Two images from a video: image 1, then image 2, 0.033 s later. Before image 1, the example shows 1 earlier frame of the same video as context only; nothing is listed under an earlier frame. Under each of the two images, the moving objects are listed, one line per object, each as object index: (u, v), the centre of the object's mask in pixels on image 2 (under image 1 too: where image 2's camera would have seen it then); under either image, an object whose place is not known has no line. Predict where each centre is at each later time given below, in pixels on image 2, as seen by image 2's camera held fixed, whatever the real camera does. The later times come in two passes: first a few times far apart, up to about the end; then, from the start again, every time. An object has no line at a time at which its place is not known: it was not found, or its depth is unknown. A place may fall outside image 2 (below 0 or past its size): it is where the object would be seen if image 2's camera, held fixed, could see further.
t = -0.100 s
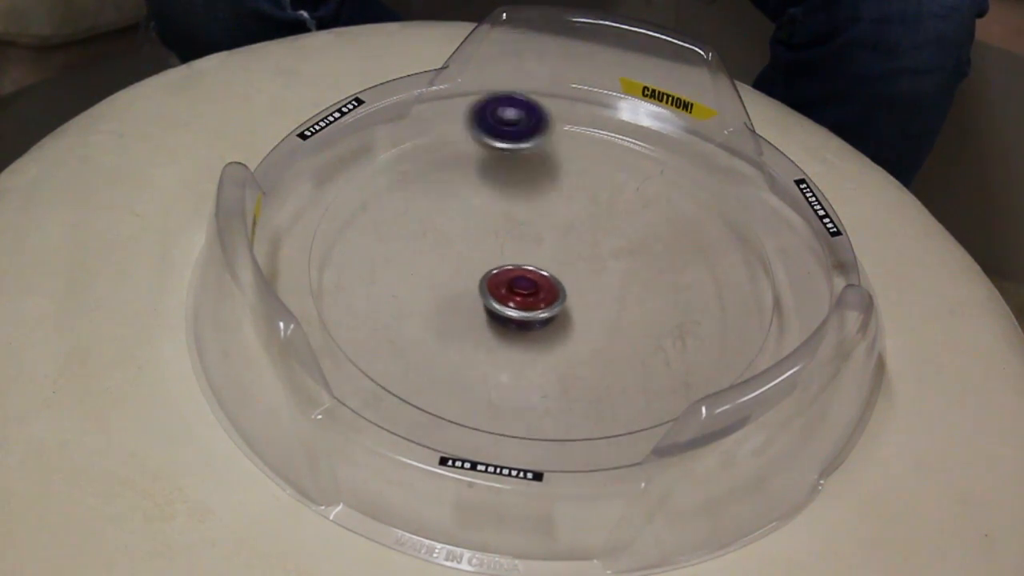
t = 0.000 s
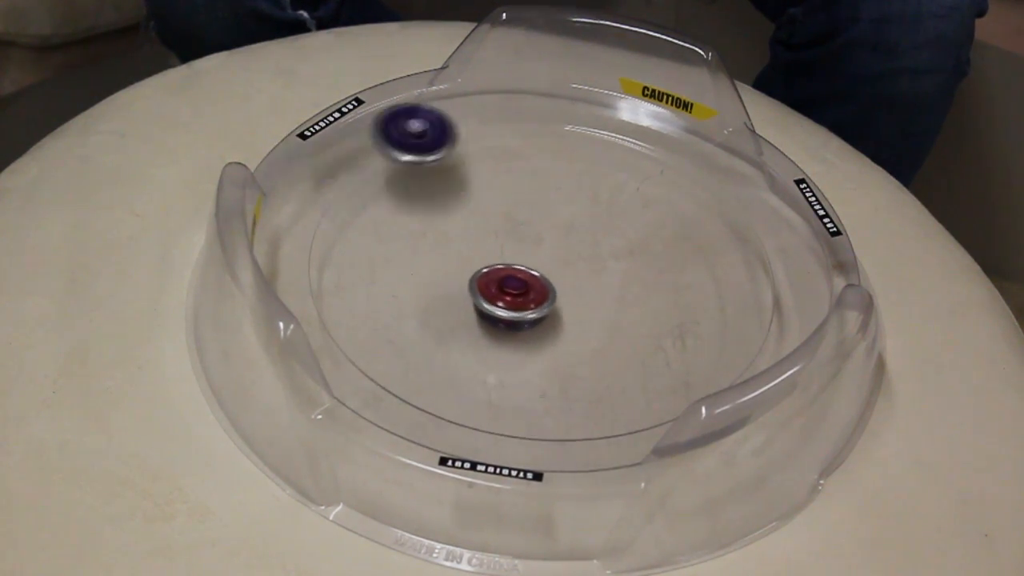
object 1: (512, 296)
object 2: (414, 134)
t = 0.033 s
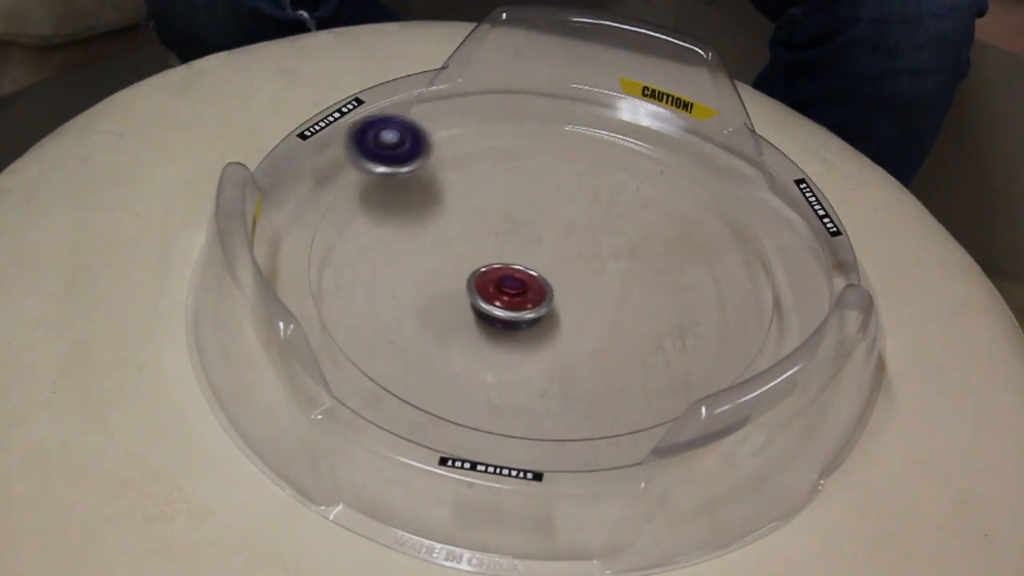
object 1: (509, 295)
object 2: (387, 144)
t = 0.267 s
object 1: (505, 287)
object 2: (345, 286)
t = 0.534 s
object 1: (508, 273)
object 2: (618, 366)
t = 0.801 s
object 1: (507, 258)
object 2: (688, 177)
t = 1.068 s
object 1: (516, 245)
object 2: (475, 115)
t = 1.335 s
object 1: (533, 238)
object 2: (381, 268)
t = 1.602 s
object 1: (549, 236)
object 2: (637, 348)
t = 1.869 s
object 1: (567, 245)
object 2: (707, 184)
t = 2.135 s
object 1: (588, 257)
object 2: (515, 137)
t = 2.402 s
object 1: (594, 265)
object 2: (439, 299)
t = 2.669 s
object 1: (590, 279)
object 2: (678, 338)
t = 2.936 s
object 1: (577, 290)
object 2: (701, 196)
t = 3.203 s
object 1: (566, 298)
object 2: (480, 184)
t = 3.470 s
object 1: (549, 302)
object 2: (463, 342)
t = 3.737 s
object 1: (528, 294)
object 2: (690, 335)
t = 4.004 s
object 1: (517, 285)
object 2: (633, 198)
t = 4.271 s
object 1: (510, 269)
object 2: (423, 229)
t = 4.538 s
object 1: (512, 255)
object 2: (500, 361)
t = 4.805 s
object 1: (515, 251)
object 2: (667, 291)
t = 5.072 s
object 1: (534, 249)
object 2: (523, 179)
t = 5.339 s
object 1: (623, 309)
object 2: (374, 233)
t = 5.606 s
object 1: (695, 198)
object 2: (529, 341)
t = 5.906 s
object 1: (437, 205)
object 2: (623, 212)
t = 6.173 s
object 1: (517, 406)
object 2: (465, 177)
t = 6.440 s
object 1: (764, 257)
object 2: (502, 300)
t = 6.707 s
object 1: (509, 130)
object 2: (648, 255)
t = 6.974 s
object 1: (336, 300)
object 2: (552, 194)
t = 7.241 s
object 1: (677, 378)
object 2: (528, 288)
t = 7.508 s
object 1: (656, 160)
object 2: (642, 283)
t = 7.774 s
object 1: (355, 164)
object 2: (604, 244)
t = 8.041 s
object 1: (478, 381)
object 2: (553, 271)
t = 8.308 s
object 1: (748, 254)
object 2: (561, 300)
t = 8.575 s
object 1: (520, 107)
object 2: (574, 297)
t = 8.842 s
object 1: (368, 276)
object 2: (560, 289)
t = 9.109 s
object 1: (693, 358)
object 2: (539, 288)
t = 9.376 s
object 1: (690, 153)
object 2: (530, 287)
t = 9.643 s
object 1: (409, 180)
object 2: (525, 282)
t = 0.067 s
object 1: (507, 295)
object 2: (365, 159)
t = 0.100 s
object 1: (506, 294)
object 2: (348, 176)
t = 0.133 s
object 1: (505, 293)
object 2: (336, 196)
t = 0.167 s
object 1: (504, 292)
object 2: (328, 217)
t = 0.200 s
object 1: (504, 290)
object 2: (328, 239)
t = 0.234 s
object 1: (504, 289)
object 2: (333, 263)
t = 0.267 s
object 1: (505, 287)
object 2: (345, 286)
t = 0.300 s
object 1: (505, 286)
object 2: (363, 309)
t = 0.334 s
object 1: (506, 284)
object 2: (389, 331)
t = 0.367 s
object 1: (506, 283)
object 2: (419, 349)
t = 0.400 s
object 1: (507, 281)
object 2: (455, 362)
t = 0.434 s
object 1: (507, 279)
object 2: (494, 371)
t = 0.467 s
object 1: (508, 277)
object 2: (537, 375)
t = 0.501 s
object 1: (508, 275)
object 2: (578, 374)
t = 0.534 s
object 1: (508, 273)
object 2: (618, 366)
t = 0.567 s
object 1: (508, 270)
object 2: (652, 353)
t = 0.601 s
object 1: (507, 268)
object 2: (680, 332)
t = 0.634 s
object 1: (507, 266)
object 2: (701, 308)
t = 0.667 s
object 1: (507, 264)
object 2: (713, 281)
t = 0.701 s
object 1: (506, 262)
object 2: (717, 253)
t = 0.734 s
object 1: (507, 261)
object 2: (714, 226)
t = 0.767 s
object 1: (507, 259)
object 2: (704, 201)
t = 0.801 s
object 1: (507, 258)
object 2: (688, 177)
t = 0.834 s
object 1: (507, 256)
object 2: (668, 157)
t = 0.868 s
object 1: (508, 254)
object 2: (644, 140)
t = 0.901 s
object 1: (509, 253)
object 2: (617, 127)
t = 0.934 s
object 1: (510, 251)
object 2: (589, 117)
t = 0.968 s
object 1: (511, 249)
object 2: (560, 111)
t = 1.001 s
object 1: (513, 248)
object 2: (531, 109)
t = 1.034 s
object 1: (514, 246)
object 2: (502, 110)
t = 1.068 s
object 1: (516, 245)
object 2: (475, 115)
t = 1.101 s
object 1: (518, 243)
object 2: (449, 123)
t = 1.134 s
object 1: (520, 242)
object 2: (426, 135)
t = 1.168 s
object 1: (522, 241)
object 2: (406, 150)
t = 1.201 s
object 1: (524, 240)
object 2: (389, 169)
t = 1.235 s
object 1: (527, 239)
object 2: (378, 190)
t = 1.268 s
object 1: (529, 239)
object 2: (373, 214)
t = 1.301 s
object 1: (531, 239)
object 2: (373, 240)
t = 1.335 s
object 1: (533, 238)
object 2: (381, 268)
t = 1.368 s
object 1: (535, 237)
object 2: (398, 294)
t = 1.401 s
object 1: (537, 237)
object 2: (421, 316)
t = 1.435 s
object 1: (539, 237)
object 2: (452, 334)
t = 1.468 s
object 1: (541, 236)
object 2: (487, 349)
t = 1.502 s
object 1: (543, 236)
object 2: (525, 358)
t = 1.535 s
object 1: (545, 235)
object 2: (564, 360)
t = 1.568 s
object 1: (547, 236)
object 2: (602, 358)
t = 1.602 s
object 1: (549, 236)
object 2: (637, 348)
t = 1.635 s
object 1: (551, 236)
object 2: (668, 335)
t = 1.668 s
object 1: (553, 237)
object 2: (693, 316)
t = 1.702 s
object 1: (555, 238)
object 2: (711, 295)
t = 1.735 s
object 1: (557, 239)
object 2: (724, 271)
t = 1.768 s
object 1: (559, 240)
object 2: (727, 247)
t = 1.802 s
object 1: (562, 242)
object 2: (726, 225)
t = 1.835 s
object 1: (564, 244)
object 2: (719, 204)
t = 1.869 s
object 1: (567, 245)
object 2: (707, 184)
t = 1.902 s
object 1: (569, 246)
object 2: (691, 167)
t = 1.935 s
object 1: (572, 248)
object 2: (672, 153)
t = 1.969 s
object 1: (576, 249)
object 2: (649, 141)
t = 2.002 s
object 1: (579, 251)
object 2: (624, 134)
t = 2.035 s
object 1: (583, 253)
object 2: (597, 129)
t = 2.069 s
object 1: (585, 254)
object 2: (569, 128)
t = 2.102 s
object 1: (587, 256)
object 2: (541, 131)
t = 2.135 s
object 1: (588, 257)
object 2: (515, 137)
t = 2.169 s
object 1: (589, 258)
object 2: (488, 149)
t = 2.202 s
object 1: (590, 259)
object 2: (464, 164)
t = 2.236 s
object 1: (591, 260)
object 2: (443, 183)
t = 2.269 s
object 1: (592, 261)
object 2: (429, 204)
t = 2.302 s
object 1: (593, 262)
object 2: (421, 227)
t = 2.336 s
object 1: (594, 263)
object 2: (419, 252)
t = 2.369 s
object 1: (594, 264)
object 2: (425, 276)
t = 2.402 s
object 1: (594, 265)
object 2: (439, 299)
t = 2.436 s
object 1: (594, 266)
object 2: (459, 320)
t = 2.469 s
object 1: (594, 268)
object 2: (486, 337)
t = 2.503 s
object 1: (595, 269)
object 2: (517, 350)
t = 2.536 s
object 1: (595, 271)
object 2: (550, 358)
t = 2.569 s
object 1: (595, 272)
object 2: (585, 361)
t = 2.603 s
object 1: (594, 274)
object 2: (619, 358)
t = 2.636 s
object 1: (592, 277)
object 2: (650, 350)
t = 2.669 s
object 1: (590, 279)
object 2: (678, 338)
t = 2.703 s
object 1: (588, 281)
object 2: (701, 323)
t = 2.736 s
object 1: (587, 282)
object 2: (720, 304)
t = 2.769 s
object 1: (585, 284)
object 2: (730, 285)
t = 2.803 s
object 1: (584, 285)
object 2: (735, 265)
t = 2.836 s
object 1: (582, 286)
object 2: (734, 246)
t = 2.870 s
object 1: (581, 288)
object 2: (728, 228)
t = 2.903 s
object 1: (579, 289)
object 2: (717, 210)
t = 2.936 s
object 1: (577, 290)
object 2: (701, 196)
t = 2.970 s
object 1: (576, 292)
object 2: (681, 182)
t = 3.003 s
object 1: (575, 293)
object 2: (657, 172)
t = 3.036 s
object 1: (573, 294)
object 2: (629, 164)
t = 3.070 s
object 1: (571, 295)
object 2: (599, 161)
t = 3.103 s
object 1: (569, 295)
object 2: (568, 160)
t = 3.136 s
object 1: (568, 296)
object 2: (537, 164)
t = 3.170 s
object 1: (567, 297)
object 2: (508, 172)
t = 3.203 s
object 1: (566, 298)
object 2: (480, 184)
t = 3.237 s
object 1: (565, 299)
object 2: (457, 199)
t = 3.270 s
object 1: (564, 300)
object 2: (438, 217)
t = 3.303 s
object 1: (562, 301)
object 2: (426, 238)
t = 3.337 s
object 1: (560, 301)
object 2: (420, 260)
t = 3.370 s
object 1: (557, 302)
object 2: (420, 282)
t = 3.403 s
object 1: (555, 302)
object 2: (428, 304)
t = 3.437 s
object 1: (552, 302)
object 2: (443, 324)
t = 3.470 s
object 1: (549, 302)
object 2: (463, 342)
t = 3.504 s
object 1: (546, 301)
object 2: (489, 357)
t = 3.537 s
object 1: (542, 300)
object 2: (519, 368)
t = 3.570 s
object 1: (539, 299)
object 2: (552, 373)
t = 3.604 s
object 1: (537, 298)
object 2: (585, 373)
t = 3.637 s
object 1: (534, 297)
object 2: (616, 370)
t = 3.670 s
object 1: (532, 296)
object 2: (645, 362)
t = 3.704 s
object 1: (530, 295)
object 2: (670, 352)
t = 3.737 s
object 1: (528, 294)
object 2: (690, 335)
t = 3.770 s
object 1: (527, 293)
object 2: (704, 319)
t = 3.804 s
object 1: (525, 292)
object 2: (712, 300)
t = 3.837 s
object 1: (524, 291)
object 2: (713, 281)
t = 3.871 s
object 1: (523, 290)
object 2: (708, 260)
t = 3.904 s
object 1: (522, 289)
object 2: (697, 241)
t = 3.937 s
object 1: (521, 288)
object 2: (679, 225)
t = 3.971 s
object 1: (519, 286)
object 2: (658, 210)
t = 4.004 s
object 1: (517, 285)
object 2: (633, 198)
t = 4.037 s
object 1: (515, 283)
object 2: (605, 189)
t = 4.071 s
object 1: (513, 281)
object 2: (574, 183)
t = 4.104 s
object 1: (512, 279)
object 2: (544, 182)
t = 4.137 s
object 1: (511, 277)
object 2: (514, 184)
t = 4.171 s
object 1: (510, 276)
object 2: (487, 191)
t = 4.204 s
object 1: (510, 273)
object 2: (460, 200)
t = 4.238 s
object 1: (510, 271)
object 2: (438, 213)
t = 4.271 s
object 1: (510, 269)
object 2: (423, 229)
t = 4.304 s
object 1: (510, 267)
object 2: (411, 247)
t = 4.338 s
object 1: (510, 265)
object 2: (406, 266)
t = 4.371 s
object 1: (511, 263)
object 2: (408, 285)
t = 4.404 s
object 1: (511, 262)
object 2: (414, 304)
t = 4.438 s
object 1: (511, 260)
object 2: (428, 322)
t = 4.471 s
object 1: (512, 259)
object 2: (447, 338)
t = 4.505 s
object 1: (512, 257)
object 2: (473, 352)
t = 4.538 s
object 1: (512, 255)
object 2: (500, 361)
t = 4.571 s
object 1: (513, 254)
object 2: (530, 366)
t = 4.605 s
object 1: (513, 252)
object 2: (560, 366)
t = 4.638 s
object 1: (513, 252)
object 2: (587, 363)
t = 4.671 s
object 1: (513, 251)
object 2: (613, 355)
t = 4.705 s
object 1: (513, 251)
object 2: (635, 343)
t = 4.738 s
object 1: (514, 251)
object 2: (652, 328)
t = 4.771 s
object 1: (514, 251)
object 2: (663, 310)
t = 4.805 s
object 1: (515, 251)
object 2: (667, 291)
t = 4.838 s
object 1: (517, 251)
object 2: (667, 270)
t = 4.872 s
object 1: (518, 251)
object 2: (659, 250)
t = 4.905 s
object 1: (520, 252)
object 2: (646, 232)
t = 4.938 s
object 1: (522, 252)
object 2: (626, 215)
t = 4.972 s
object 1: (525, 250)
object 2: (604, 200)
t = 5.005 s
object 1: (527, 250)
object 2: (578, 190)
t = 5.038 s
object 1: (531, 249)
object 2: (551, 183)
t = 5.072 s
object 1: (534, 249)
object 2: (523, 179)
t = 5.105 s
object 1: (538, 263)
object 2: (498, 169)
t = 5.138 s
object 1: (541, 275)
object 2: (473, 165)
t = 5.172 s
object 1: (547, 285)
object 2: (449, 166)
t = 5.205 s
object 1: (556, 294)
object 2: (427, 173)
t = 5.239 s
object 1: (569, 302)
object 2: (407, 185)
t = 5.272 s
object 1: (585, 308)
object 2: (391, 199)
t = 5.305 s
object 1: (603, 309)
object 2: (380, 215)
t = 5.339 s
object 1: (623, 309)
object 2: (374, 233)
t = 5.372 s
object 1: (644, 304)
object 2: (374, 252)
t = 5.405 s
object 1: (663, 298)
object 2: (381, 272)
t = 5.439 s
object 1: (681, 286)
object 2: (396, 291)
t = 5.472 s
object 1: (695, 271)
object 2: (415, 309)
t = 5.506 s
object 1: (705, 253)
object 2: (440, 324)
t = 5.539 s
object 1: (707, 233)
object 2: (468, 333)
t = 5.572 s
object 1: (704, 215)
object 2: (498, 340)
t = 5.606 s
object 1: (695, 198)
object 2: (529, 341)
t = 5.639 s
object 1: (682, 184)
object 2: (558, 337)
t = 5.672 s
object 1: (664, 173)
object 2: (583, 329)
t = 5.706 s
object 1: (641, 164)
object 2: (605, 318)
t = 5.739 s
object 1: (612, 158)
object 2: (621, 302)
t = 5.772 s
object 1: (577, 157)
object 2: (632, 285)
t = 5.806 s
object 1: (539, 160)
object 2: (637, 266)
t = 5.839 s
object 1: (502, 169)
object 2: (637, 248)
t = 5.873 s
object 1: (466, 185)
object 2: (632, 229)
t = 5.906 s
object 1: (437, 205)
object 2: (623, 212)
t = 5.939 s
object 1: (414, 228)
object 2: (610, 195)
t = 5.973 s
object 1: (398, 255)
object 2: (592, 181)
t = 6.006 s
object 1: (393, 282)
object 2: (572, 169)
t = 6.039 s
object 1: (397, 310)
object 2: (550, 163)
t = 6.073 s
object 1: (412, 337)
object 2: (526, 160)
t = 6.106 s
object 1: (438, 363)
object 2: (504, 162)
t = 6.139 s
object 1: (472, 387)
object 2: (483, 167)
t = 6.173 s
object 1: (517, 406)
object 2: (465, 177)
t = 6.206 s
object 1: (566, 408)
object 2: (450, 190)
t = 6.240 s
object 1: (614, 402)
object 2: (441, 205)
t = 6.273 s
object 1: (657, 390)
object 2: (438, 222)
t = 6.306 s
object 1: (696, 371)
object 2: (441, 240)
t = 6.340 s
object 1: (730, 349)
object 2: (448, 258)
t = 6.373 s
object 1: (753, 320)
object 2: (461, 275)
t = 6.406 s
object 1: (765, 289)
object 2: (480, 289)
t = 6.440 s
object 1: (764, 257)
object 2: (502, 300)
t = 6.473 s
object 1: (754, 228)
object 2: (526, 307)
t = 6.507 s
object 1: (735, 200)
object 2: (551, 309)
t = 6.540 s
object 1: (709, 177)
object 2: (576, 308)
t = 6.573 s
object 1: (678, 158)
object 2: (598, 303)
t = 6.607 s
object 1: (640, 142)
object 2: (618, 294)
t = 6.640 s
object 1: (596, 133)
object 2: (633, 283)
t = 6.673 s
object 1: (552, 128)
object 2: (643, 269)
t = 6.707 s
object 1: (509, 130)
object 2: (648, 255)
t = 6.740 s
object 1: (466, 137)
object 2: (648, 239)
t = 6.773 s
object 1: (426, 149)
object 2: (643, 226)
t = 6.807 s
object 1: (390, 164)
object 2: (634, 214)
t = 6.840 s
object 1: (358, 185)
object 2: (621, 203)
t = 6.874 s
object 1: (333, 208)
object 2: (605, 195)
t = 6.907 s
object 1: (316, 234)
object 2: (588, 191)
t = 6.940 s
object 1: (323, 267)
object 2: (570, 191)
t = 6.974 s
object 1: (336, 300)
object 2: (552, 194)
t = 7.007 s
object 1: (359, 332)
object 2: (535, 200)
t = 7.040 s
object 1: (394, 360)
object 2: (521, 209)
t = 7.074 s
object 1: (437, 382)
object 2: (511, 220)
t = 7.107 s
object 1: (489, 399)
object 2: (507, 234)
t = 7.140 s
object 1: (541, 407)
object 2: (506, 249)
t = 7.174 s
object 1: (592, 406)
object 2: (509, 263)
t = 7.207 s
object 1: (639, 396)
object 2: (517, 276)
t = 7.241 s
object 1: (677, 378)
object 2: (528, 288)
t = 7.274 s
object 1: (709, 356)
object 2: (543, 297)
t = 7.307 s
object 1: (730, 329)
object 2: (560, 304)
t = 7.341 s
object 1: (740, 299)
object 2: (577, 307)
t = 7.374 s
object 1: (740, 270)
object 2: (595, 307)
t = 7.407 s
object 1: (730, 238)
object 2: (612, 303)
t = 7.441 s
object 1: (712, 209)
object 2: (625, 298)
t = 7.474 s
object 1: (687, 183)
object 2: (635, 291)
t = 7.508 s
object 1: (656, 160)
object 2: (642, 283)
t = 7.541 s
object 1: (621, 139)
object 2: (646, 275)
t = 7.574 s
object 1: (582, 124)
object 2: (646, 267)
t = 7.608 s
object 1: (541, 112)
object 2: (643, 260)
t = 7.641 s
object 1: (499, 106)
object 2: (637, 254)
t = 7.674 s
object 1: (459, 114)
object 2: (630, 249)
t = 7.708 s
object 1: (420, 124)
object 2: (621, 246)
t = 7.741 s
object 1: (385, 142)
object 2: (613, 245)
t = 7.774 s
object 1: (355, 164)
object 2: (604, 244)
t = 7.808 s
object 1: (335, 191)
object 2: (596, 245)
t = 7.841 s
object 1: (323, 222)
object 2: (588, 247)
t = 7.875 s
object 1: (322, 255)
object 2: (580, 249)
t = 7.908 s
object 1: (333, 288)
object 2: (573, 252)
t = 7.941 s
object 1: (355, 317)
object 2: (567, 257)
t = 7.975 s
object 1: (389, 345)
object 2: (561, 261)
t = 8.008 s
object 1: (430, 366)
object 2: (557, 266)
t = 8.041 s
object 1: (478, 381)
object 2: (553, 271)
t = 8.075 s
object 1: (529, 388)
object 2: (551, 277)
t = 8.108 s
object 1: (578, 386)
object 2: (550, 281)
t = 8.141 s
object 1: (625, 377)
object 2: (551, 286)
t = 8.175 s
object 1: (665, 361)
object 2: (552, 290)
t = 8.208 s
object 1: (699, 338)
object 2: (554, 294)
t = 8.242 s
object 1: (724, 313)
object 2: (556, 297)
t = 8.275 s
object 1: (739, 283)
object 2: (558, 299)
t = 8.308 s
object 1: (748, 254)
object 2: (561, 300)
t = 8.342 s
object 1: (748, 223)
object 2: (564, 301)
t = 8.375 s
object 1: (740, 191)
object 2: (567, 302)
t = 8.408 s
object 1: (713, 168)
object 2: (569, 301)
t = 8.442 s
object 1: (684, 147)
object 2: (571, 301)
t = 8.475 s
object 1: (647, 130)
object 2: (573, 300)
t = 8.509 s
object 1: (604, 117)
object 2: (574, 299)
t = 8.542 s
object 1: (563, 109)
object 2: (574, 298)
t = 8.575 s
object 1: (520, 107)
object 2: (574, 297)
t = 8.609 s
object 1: (478, 111)
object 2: (574, 295)
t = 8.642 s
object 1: (440, 121)
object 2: (573, 294)
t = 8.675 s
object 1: (407, 135)
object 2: (572, 293)
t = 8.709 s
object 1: (381, 155)
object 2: (570, 293)
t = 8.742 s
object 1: (363, 180)
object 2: (568, 292)
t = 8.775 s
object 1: (353, 211)
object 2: (566, 291)
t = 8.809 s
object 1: (355, 242)
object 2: (564, 290)
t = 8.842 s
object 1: (368, 276)
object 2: (560, 289)
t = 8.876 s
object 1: (391, 306)
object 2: (557, 288)
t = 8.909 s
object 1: (423, 334)
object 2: (555, 287)
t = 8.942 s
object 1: (464, 356)
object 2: (552, 288)
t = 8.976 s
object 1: (508, 370)
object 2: (549, 288)
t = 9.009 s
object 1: (557, 378)
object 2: (546, 287)
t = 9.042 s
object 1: (605, 378)
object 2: (544, 288)
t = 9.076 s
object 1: (652, 371)
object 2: (541, 288)
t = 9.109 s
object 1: (693, 358)
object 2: (539, 288)
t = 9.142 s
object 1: (730, 339)
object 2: (537, 288)
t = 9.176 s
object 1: (760, 316)
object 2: (535, 288)
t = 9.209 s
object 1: (767, 288)
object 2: (534, 288)
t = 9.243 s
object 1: (768, 259)
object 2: (533, 288)
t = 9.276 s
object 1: (760, 230)
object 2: (533, 288)
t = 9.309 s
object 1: (742, 202)
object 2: (532, 288)
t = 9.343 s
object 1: (720, 175)
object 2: (531, 287)
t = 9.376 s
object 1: (690, 153)
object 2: (530, 287)
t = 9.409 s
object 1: (654, 137)
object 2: (528, 287)
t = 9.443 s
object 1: (618, 126)
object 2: (527, 286)
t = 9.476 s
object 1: (581, 118)
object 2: (527, 286)
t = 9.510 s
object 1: (542, 117)
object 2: (527, 285)
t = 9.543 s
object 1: (504, 125)
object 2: (526, 285)
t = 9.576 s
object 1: (468, 138)
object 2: (526, 283)
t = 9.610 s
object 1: (436, 157)
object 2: (525, 283)
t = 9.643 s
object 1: (409, 180)
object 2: (525, 282)
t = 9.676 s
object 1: (391, 207)
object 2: (525, 281)
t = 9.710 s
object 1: (381, 236)
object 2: (524, 280)
